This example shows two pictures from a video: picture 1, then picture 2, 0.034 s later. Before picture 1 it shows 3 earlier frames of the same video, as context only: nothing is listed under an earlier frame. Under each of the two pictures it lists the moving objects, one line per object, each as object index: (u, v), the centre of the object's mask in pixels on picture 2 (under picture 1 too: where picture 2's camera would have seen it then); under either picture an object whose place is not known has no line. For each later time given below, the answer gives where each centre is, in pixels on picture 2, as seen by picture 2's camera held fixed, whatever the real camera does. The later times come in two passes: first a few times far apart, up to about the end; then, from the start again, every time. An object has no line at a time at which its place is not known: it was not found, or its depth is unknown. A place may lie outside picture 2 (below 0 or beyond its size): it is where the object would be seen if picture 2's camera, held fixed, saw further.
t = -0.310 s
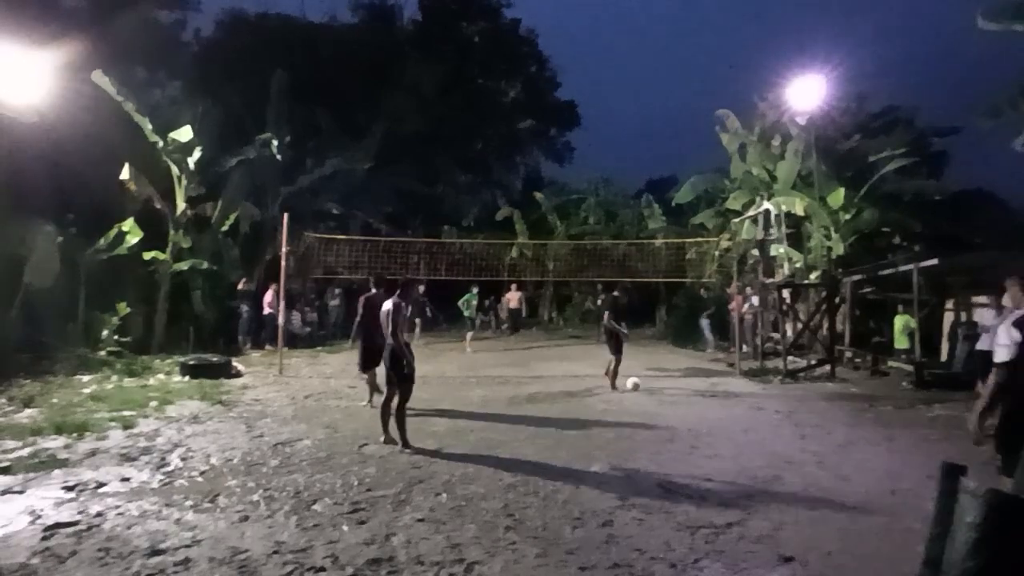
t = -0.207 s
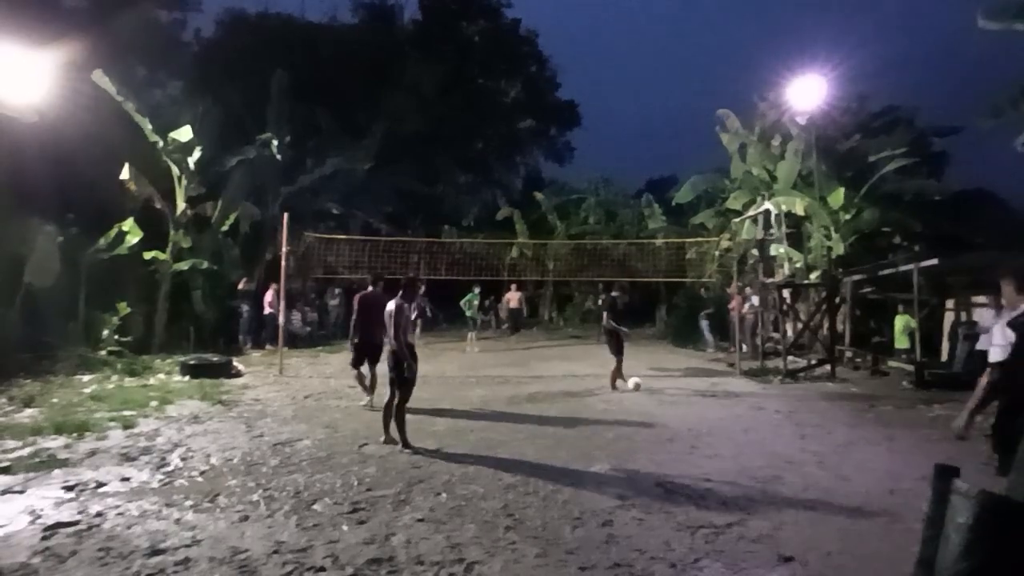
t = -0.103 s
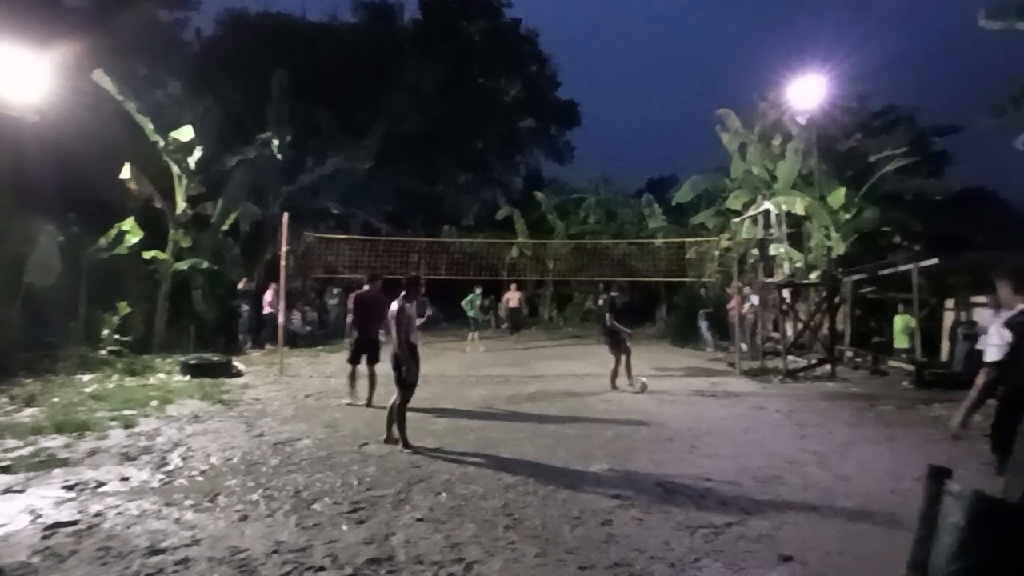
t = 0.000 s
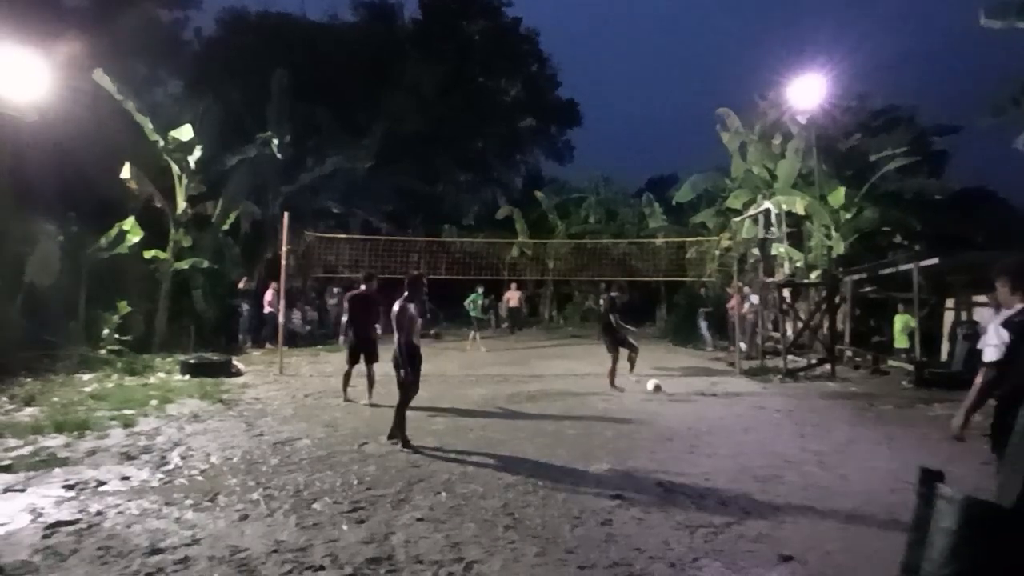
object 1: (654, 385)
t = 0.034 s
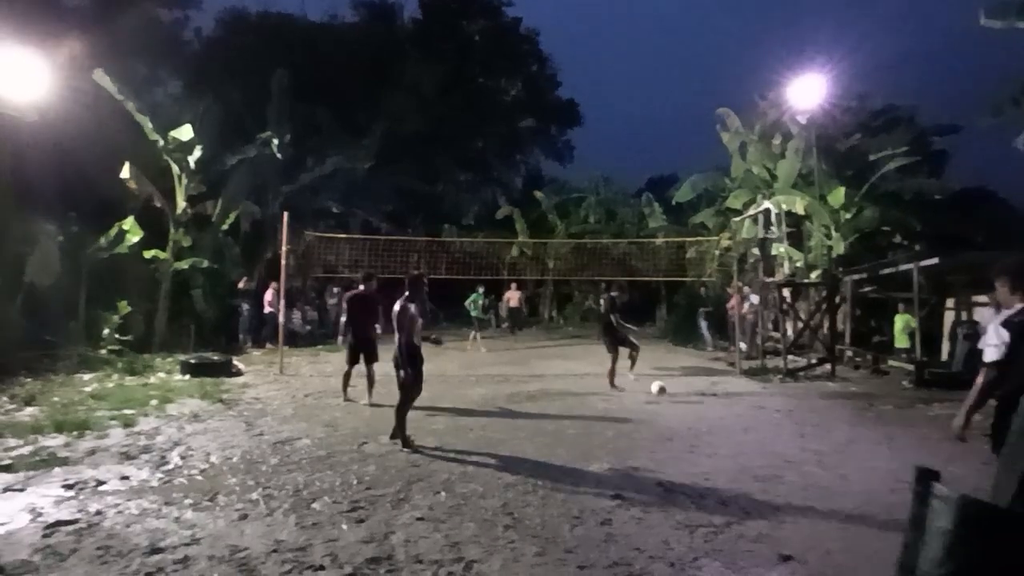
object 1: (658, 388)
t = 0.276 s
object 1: (688, 404)
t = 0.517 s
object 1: (711, 415)
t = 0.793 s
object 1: (727, 438)
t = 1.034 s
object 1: (747, 460)
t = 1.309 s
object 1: (771, 484)
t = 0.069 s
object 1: (663, 392)
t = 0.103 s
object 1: (668, 396)
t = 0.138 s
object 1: (673, 402)
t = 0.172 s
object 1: (677, 401)
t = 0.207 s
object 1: (680, 401)
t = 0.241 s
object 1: (684, 402)
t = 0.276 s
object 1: (688, 404)
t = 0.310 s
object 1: (693, 407)
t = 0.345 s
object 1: (697, 411)
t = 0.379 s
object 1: (702, 417)
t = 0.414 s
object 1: (706, 421)
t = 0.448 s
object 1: (707, 418)
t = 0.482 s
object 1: (709, 415)
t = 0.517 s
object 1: (711, 415)
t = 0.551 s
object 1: (713, 415)
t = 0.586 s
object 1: (715, 417)
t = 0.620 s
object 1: (717, 420)
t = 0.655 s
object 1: (718, 424)
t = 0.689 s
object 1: (720, 428)
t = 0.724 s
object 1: (722, 435)
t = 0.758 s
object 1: (725, 439)
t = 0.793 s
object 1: (727, 438)
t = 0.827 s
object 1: (730, 437)
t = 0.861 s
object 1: (732, 437)
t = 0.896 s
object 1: (735, 439)
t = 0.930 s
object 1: (737, 442)
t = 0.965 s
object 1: (740, 447)
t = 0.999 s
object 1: (743, 452)
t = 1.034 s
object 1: (747, 460)
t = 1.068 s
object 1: (749, 460)
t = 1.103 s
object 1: (752, 462)
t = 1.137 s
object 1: (755, 465)
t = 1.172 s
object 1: (759, 471)
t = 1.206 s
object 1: (762, 472)
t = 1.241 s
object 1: (764, 475)
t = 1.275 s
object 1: (768, 478)
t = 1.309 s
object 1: (771, 484)
